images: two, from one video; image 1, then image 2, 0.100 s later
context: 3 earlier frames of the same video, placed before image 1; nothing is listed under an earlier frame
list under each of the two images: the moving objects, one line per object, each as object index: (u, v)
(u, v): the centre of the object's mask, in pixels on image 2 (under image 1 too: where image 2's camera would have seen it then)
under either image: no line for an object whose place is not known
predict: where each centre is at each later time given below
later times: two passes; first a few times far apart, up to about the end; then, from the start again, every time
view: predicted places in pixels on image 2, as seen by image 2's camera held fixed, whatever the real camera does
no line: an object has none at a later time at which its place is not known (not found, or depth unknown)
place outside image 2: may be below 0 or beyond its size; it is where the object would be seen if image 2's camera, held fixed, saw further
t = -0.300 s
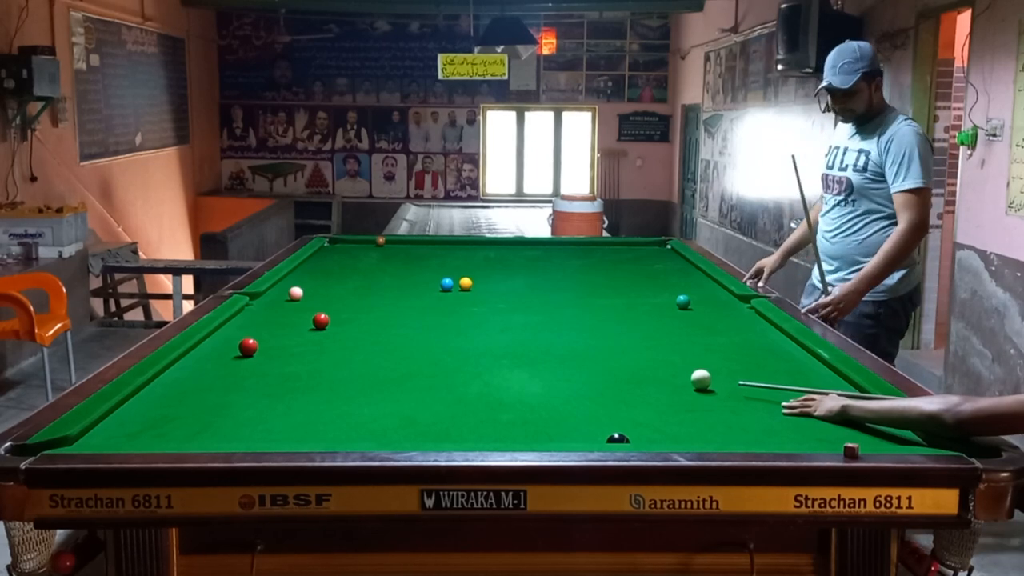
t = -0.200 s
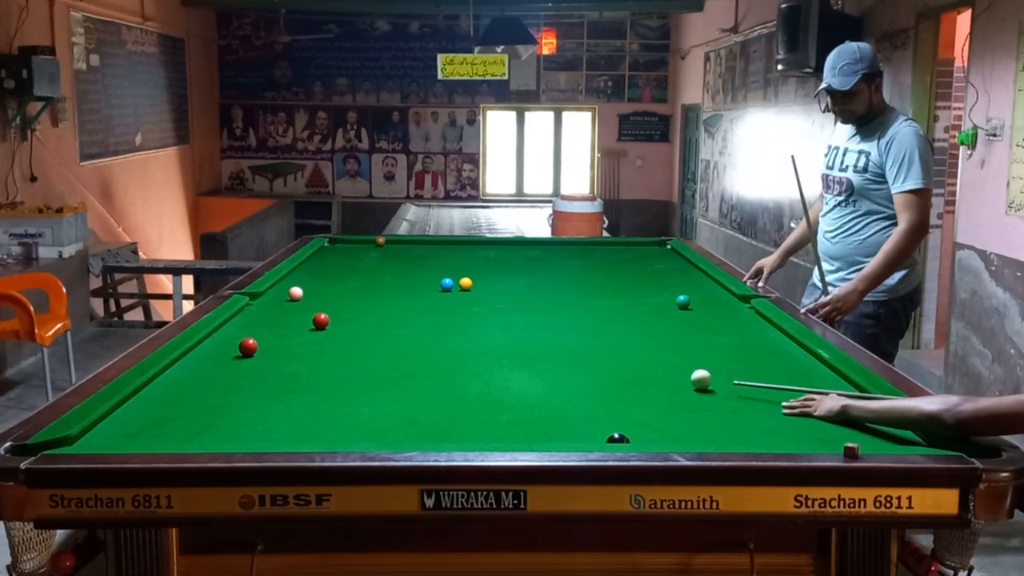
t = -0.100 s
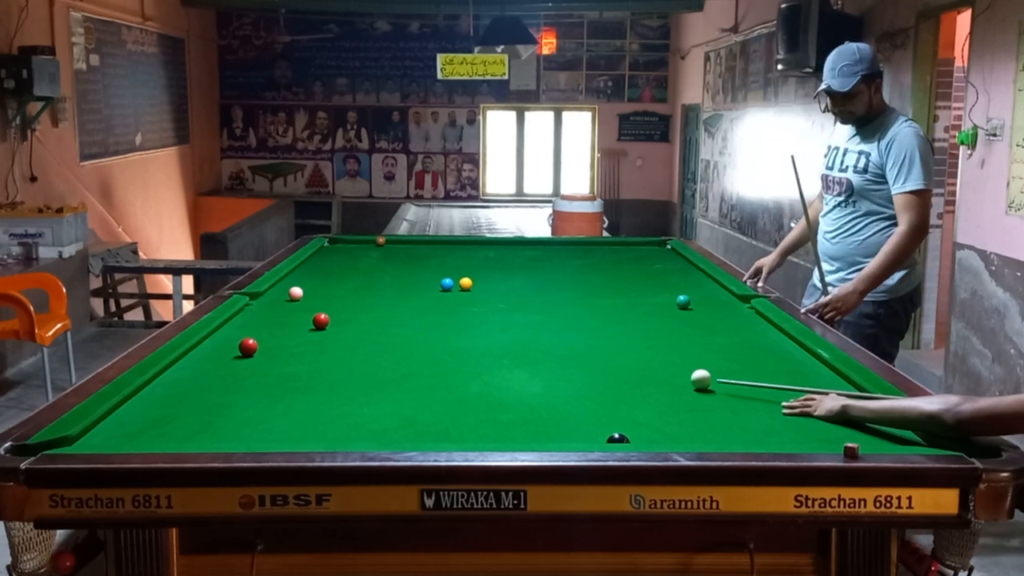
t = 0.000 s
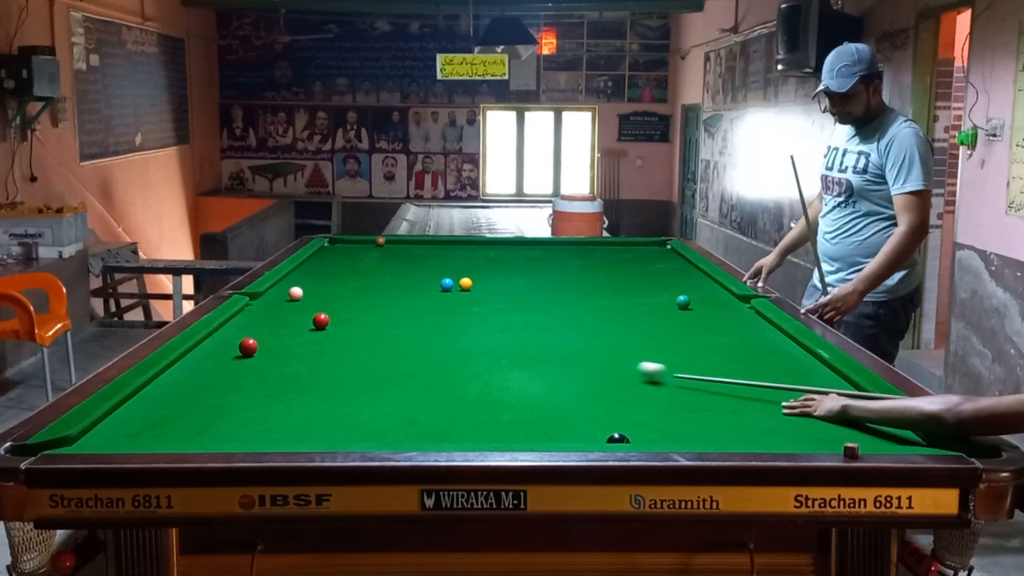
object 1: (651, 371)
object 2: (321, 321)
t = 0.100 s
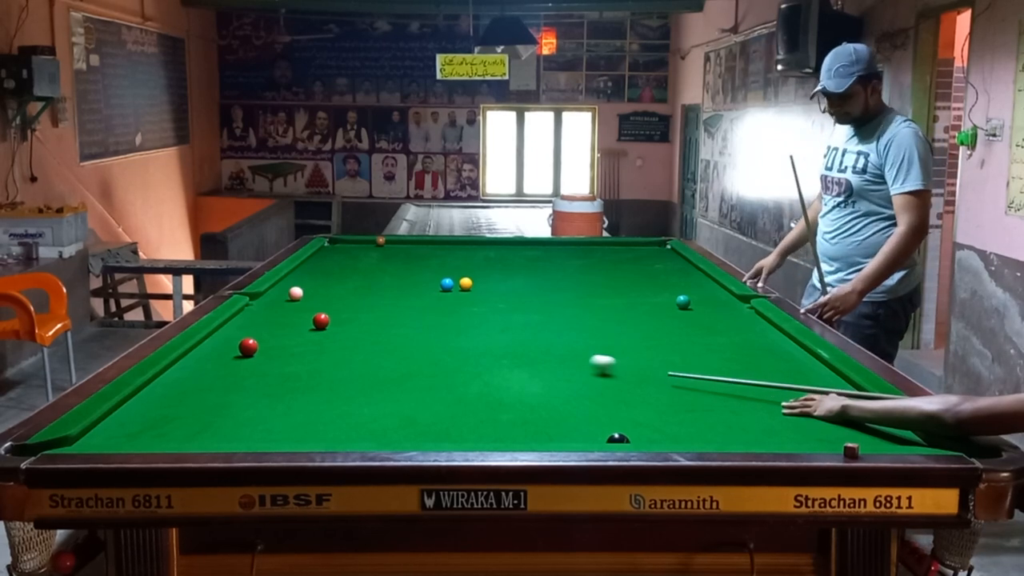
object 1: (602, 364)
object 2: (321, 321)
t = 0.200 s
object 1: (559, 357)
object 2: (321, 321)
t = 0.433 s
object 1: (467, 344)
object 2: (321, 321)
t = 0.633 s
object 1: (397, 334)
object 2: (321, 321)
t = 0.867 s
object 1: (324, 323)
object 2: (316, 316)
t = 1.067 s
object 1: (282, 325)
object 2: (307, 313)
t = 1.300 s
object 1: (233, 326)
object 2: (293, 306)
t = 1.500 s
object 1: (250, 326)
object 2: (283, 301)
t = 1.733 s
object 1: (281, 327)
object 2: (273, 296)
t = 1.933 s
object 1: (306, 327)
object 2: (270, 292)
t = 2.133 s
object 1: (329, 328)
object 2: (284, 290)
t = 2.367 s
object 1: (355, 328)
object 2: (302, 286)
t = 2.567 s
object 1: (375, 329)
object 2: (310, 287)
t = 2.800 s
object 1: (396, 329)
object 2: (321, 286)
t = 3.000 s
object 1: (413, 329)
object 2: (330, 285)
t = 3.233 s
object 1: (431, 330)
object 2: (338, 284)
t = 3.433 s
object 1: (445, 330)
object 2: (344, 283)
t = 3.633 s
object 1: (457, 330)
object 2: (348, 283)
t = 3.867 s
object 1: (470, 330)
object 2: (353, 283)
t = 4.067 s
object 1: (480, 331)
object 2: (355, 282)
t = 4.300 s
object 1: (490, 331)
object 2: (356, 282)
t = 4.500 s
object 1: (498, 331)
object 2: (356, 282)
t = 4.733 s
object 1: (505, 331)
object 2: (356, 282)
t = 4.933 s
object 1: (509, 332)
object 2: (356, 282)
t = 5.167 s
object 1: (513, 332)
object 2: (356, 282)
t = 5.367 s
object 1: (516, 332)
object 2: (356, 282)
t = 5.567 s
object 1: (516, 332)
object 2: (356, 282)
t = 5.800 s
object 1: (516, 332)
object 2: (356, 282)
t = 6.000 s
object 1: (516, 332)
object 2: (356, 282)
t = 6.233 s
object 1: (516, 332)
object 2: (356, 282)
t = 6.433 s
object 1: (516, 332)
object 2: (356, 282)
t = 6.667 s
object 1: (515, 332)
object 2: (356, 282)
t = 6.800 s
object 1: (516, 332)
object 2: (356, 282)
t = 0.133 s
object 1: (587, 362)
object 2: (321, 321)
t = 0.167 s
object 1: (573, 359)
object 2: (321, 321)
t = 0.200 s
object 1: (559, 357)
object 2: (321, 321)
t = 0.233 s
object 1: (545, 355)
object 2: (321, 321)
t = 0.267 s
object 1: (532, 353)
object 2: (321, 321)
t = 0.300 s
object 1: (518, 351)
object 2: (321, 321)
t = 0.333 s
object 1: (505, 350)
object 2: (321, 321)
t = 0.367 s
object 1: (492, 348)
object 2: (321, 321)
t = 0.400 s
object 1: (480, 346)
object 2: (321, 321)
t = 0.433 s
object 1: (467, 344)
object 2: (321, 321)
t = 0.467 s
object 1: (455, 343)
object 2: (321, 321)
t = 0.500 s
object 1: (443, 341)
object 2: (321, 321)
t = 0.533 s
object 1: (431, 339)
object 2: (321, 321)
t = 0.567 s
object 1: (420, 337)
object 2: (321, 321)
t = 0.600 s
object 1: (408, 336)
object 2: (321, 321)
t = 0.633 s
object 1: (397, 334)
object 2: (321, 321)
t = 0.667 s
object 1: (386, 332)
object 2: (321, 321)
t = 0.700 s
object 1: (375, 331)
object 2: (321, 321)
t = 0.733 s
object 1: (364, 330)
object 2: (321, 321)
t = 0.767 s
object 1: (354, 327)
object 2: (321, 321)
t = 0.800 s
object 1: (343, 326)
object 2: (321, 321)
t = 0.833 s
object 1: (334, 324)
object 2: (319, 321)
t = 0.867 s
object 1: (324, 323)
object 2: (316, 316)
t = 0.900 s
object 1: (317, 324)
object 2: (317, 314)
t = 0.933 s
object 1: (310, 325)
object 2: (316, 314)
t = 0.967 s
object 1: (303, 325)
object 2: (314, 315)
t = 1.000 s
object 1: (296, 325)
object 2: (311, 315)
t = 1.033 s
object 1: (289, 325)
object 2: (309, 314)
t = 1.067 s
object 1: (282, 325)
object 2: (307, 313)
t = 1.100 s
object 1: (275, 325)
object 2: (305, 312)
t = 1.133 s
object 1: (268, 325)
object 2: (303, 311)
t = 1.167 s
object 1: (261, 325)
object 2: (301, 310)
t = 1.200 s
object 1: (254, 325)
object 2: (299, 309)
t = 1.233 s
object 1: (247, 325)
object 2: (297, 308)
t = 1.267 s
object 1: (240, 326)
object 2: (295, 307)
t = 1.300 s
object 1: (233, 326)
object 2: (293, 306)
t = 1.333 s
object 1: (227, 325)
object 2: (292, 305)
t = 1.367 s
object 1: (231, 325)
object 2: (290, 305)
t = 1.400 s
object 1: (236, 326)
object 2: (288, 304)
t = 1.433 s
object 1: (240, 326)
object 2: (287, 303)
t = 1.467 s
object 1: (245, 326)
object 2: (285, 302)
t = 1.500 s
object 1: (250, 326)
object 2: (283, 301)
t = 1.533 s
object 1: (254, 326)
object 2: (282, 300)
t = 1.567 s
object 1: (259, 326)
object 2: (280, 300)
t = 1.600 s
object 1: (263, 326)
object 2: (279, 299)
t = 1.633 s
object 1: (268, 326)
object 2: (277, 298)
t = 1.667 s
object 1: (272, 326)
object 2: (276, 297)
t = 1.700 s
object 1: (277, 326)
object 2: (274, 296)
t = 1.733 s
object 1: (281, 327)
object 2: (273, 296)
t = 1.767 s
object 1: (285, 327)
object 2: (271, 295)
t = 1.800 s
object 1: (290, 327)
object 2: (270, 294)
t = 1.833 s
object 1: (294, 327)
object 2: (269, 294)
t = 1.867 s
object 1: (298, 327)
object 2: (267, 293)
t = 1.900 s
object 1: (302, 327)
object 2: (267, 292)
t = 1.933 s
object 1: (306, 327)
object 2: (270, 292)
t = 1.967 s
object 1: (310, 327)
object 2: (272, 291)
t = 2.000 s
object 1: (314, 327)
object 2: (275, 291)
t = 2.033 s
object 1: (318, 327)
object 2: (277, 291)
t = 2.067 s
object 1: (322, 328)
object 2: (280, 291)
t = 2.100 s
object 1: (326, 328)
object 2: (282, 290)
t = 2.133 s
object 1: (329, 328)
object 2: (284, 290)
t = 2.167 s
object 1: (333, 328)
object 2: (285, 290)
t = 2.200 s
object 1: (337, 328)
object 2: (287, 289)
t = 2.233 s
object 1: (341, 328)
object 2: (289, 288)
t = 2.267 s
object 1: (344, 328)
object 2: (291, 286)
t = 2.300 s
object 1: (348, 328)
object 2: (296, 285)
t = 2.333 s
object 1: (351, 328)
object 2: (299, 286)
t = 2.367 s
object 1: (355, 328)
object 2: (302, 286)
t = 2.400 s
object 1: (358, 328)
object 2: (303, 287)
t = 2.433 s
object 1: (362, 328)
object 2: (305, 287)
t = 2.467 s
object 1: (365, 329)
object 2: (306, 288)
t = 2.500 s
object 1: (368, 329)
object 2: (307, 288)
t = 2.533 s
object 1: (371, 329)
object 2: (309, 287)
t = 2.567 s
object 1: (375, 329)
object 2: (310, 287)
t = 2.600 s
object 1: (378, 329)
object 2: (312, 287)
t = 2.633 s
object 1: (381, 329)
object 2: (314, 287)
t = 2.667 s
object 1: (385, 328)
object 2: (316, 286)
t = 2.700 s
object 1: (387, 329)
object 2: (317, 286)
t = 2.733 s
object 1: (390, 329)
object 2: (318, 286)
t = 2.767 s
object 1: (393, 329)
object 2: (320, 286)
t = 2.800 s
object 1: (396, 329)
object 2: (321, 286)
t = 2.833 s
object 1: (399, 329)
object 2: (323, 285)
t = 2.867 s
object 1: (402, 329)
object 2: (324, 286)
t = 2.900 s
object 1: (405, 329)
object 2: (326, 285)
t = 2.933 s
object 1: (408, 329)
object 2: (327, 285)
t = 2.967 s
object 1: (410, 329)
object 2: (328, 285)
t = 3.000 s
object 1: (413, 329)
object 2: (330, 285)
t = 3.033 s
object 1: (416, 329)
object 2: (331, 285)
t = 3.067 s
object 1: (419, 329)
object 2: (332, 285)
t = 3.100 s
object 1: (421, 329)
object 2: (333, 284)
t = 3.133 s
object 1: (424, 330)
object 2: (334, 284)
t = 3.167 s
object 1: (426, 329)
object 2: (335, 284)
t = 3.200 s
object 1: (429, 330)
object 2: (337, 284)
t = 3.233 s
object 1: (431, 330)
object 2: (338, 284)
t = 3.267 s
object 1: (433, 329)
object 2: (339, 284)
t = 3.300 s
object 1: (436, 329)
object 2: (340, 283)
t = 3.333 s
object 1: (438, 330)
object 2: (341, 283)
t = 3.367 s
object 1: (440, 330)
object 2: (342, 284)
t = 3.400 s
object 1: (443, 330)
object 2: (343, 283)
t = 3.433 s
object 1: (445, 330)
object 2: (344, 283)
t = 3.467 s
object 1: (447, 330)
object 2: (344, 283)
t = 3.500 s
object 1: (449, 330)
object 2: (345, 283)
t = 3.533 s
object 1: (451, 330)
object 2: (346, 283)
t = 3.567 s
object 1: (453, 330)
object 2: (347, 283)
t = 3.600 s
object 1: (456, 330)
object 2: (348, 283)
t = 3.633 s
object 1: (457, 330)
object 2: (348, 283)
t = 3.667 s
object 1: (459, 330)
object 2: (349, 283)
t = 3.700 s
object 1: (461, 330)
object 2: (350, 283)
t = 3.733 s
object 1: (463, 330)
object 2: (350, 283)
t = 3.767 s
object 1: (465, 330)
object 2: (351, 283)
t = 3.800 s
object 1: (467, 330)
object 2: (352, 283)
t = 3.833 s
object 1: (469, 330)
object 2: (352, 283)
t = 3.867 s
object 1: (470, 330)
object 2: (353, 283)
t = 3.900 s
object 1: (472, 330)
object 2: (353, 283)
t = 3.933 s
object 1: (474, 330)
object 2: (354, 282)
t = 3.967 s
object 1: (476, 331)
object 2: (354, 282)
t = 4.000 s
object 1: (477, 331)
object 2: (354, 282)
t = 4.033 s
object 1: (479, 331)
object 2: (355, 282)
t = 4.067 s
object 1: (480, 331)
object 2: (355, 282)
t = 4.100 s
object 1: (482, 331)
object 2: (355, 282)
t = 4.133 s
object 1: (484, 331)
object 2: (356, 282)
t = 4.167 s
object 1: (485, 331)
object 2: (356, 282)
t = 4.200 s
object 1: (486, 331)
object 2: (356, 282)
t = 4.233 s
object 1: (488, 331)
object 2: (356, 282)
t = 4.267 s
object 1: (489, 331)
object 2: (356, 282)
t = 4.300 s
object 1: (490, 331)
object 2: (356, 282)
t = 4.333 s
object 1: (492, 331)
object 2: (356, 282)
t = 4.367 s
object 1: (493, 331)
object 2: (356, 282)
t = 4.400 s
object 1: (494, 331)
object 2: (356, 282)
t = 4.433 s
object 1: (495, 331)
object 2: (357, 282)
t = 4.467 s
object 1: (497, 331)
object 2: (356, 282)
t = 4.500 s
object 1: (498, 331)
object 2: (356, 282)
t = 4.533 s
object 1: (499, 331)
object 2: (356, 282)
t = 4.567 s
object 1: (500, 331)
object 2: (356, 282)
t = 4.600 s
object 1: (501, 331)
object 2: (356, 282)
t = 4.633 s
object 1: (502, 331)
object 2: (356, 282)
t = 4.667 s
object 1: (503, 332)
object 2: (356, 282)
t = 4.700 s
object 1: (504, 332)
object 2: (356, 282)
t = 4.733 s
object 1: (505, 331)
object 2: (356, 282)
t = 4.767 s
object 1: (505, 331)
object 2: (356, 282)
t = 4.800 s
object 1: (506, 331)
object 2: (356, 282)
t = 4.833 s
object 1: (507, 332)
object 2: (356, 282)
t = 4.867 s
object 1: (508, 332)
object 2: (356, 282)
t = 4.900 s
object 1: (508, 332)
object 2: (356, 282)
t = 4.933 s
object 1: (509, 332)
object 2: (356, 282)
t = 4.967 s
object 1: (510, 332)
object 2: (356, 282)
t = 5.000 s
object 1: (510, 332)
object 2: (356, 282)
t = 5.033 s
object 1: (511, 332)
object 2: (356, 282)
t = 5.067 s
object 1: (512, 332)
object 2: (356, 282)
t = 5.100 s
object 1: (512, 332)
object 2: (356, 282)
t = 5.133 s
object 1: (513, 332)
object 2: (356, 282)
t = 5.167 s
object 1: (513, 332)
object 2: (356, 282)
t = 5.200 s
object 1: (514, 332)
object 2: (356, 282)
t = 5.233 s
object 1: (514, 332)
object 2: (356, 282)
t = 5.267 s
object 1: (514, 332)
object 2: (356, 282)
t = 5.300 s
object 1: (515, 332)
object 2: (356, 282)
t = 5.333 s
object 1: (515, 332)
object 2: (356, 282)
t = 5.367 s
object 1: (516, 332)
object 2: (356, 282)
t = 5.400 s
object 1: (516, 332)
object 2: (356, 282)
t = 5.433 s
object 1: (516, 332)
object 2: (356, 282)
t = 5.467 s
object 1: (516, 332)
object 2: (356, 282)
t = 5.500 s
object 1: (516, 332)
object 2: (356, 282)
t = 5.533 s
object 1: (516, 332)
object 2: (356, 282)
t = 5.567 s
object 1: (516, 332)
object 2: (356, 282)
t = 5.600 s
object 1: (516, 332)
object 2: (356, 282)
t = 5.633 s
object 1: (516, 332)
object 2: (356, 282)
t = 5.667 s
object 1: (516, 332)
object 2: (356, 282)
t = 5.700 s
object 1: (516, 332)
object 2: (356, 282)
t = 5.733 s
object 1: (516, 332)
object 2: (356, 282)
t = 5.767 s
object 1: (516, 332)
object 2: (356, 282)
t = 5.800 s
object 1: (516, 332)
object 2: (356, 282)
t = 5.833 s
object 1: (516, 332)
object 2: (356, 282)
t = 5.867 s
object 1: (516, 332)
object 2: (356, 282)
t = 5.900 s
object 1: (516, 332)
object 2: (356, 282)
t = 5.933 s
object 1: (516, 332)
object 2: (356, 282)
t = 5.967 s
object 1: (516, 332)
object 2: (356, 282)
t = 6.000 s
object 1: (516, 332)
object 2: (356, 282)
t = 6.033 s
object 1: (516, 332)
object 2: (356, 282)
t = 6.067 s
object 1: (516, 332)
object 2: (356, 282)
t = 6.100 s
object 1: (516, 332)
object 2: (356, 282)
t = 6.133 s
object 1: (516, 332)
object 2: (356, 282)
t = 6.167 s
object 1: (516, 332)
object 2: (356, 282)
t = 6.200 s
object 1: (516, 332)
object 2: (356, 282)
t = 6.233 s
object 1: (516, 332)
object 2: (356, 282)
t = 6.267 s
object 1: (516, 332)
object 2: (356, 282)
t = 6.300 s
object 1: (516, 332)
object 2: (356, 282)
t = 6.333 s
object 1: (516, 332)
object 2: (356, 282)
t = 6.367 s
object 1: (516, 332)
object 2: (356, 282)
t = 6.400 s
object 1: (516, 332)
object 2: (356, 282)
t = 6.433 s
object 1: (516, 332)
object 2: (356, 282)
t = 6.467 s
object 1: (516, 332)
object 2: (356, 282)
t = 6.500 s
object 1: (516, 332)
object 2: (356, 282)
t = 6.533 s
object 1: (516, 332)
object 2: (356, 282)
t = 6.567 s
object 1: (516, 332)
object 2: (356, 282)
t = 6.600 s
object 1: (516, 332)
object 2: (356, 282)
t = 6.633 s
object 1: (516, 332)
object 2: (356, 282)
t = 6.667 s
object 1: (515, 332)
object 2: (356, 282)
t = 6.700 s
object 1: (516, 332)
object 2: (356, 282)
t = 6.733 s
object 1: (516, 332)
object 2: (356, 282)
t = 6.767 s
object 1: (516, 332)
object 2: (356, 282)
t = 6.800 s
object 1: (516, 332)
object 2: (356, 282)
